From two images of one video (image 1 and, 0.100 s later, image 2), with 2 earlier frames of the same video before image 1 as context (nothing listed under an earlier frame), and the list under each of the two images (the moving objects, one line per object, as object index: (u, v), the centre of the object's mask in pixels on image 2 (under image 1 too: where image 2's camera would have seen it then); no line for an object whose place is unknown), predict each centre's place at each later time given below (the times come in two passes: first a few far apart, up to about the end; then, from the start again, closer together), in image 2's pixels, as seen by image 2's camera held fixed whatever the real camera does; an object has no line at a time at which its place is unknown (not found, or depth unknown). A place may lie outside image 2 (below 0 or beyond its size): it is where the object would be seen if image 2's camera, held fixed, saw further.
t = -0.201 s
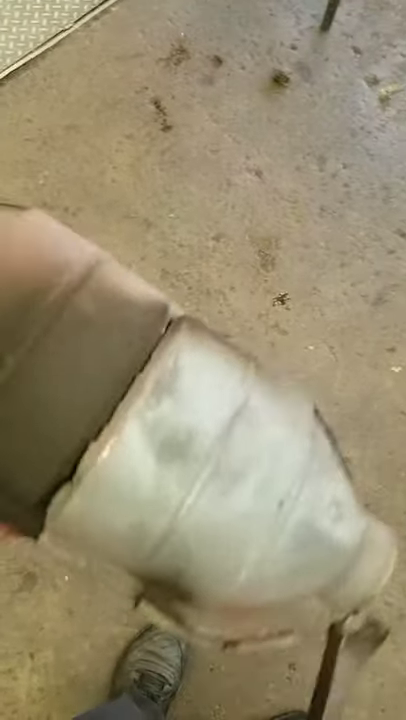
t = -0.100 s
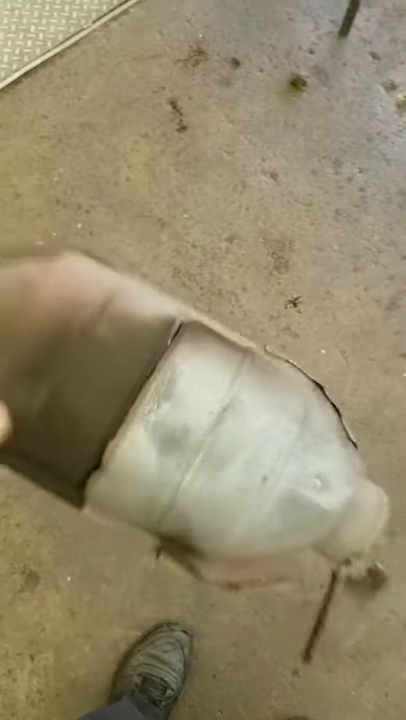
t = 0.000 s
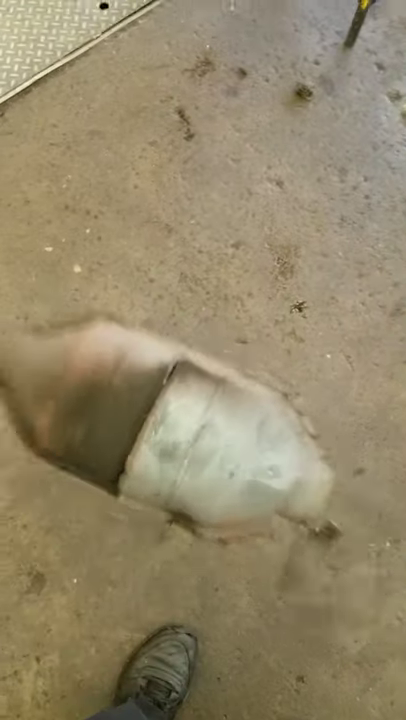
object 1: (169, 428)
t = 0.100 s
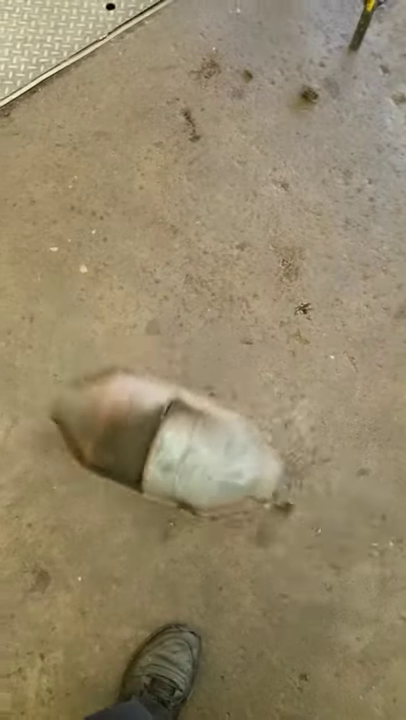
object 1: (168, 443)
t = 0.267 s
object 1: (192, 404)
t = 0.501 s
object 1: (228, 334)
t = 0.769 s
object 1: (237, 257)
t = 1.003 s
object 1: (245, 211)
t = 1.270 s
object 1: (248, 159)
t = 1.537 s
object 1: (249, 160)
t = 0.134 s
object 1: (170, 450)
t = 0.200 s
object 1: (181, 442)
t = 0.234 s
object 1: (187, 423)
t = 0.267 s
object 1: (192, 404)
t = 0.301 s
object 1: (203, 399)
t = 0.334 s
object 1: (209, 388)
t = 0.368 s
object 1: (213, 382)
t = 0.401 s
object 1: (219, 373)
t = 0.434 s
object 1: (224, 361)
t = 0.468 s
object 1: (226, 346)
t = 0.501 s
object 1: (228, 334)
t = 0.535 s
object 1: (229, 322)
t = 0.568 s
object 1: (231, 313)
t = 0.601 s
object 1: (231, 305)
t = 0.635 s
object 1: (230, 297)
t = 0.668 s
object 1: (232, 289)
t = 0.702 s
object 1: (234, 283)
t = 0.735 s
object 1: (235, 269)
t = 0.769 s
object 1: (237, 257)
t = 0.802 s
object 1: (239, 247)
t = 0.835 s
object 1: (239, 238)
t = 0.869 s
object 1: (239, 237)
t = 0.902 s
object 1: (243, 226)
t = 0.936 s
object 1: (244, 221)
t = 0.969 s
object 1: (245, 216)
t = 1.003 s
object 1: (245, 211)
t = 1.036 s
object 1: (246, 206)
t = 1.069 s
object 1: (247, 201)
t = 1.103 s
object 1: (248, 196)
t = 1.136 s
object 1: (246, 191)
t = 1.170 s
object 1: (245, 185)
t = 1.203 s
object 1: (246, 177)
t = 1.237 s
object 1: (247, 169)
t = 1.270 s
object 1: (248, 159)
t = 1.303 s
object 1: (251, 153)
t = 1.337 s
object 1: (252, 146)
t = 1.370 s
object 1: (252, 142)
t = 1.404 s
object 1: (252, 140)
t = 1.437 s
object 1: (251, 141)
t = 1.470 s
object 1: (252, 143)
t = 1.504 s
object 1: (250, 147)
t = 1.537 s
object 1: (249, 160)
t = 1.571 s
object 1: (250, 165)
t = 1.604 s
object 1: (250, 170)
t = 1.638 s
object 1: (249, 164)
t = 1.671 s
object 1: (249, 169)
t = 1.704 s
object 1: (247, 173)
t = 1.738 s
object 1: (251, 176)
